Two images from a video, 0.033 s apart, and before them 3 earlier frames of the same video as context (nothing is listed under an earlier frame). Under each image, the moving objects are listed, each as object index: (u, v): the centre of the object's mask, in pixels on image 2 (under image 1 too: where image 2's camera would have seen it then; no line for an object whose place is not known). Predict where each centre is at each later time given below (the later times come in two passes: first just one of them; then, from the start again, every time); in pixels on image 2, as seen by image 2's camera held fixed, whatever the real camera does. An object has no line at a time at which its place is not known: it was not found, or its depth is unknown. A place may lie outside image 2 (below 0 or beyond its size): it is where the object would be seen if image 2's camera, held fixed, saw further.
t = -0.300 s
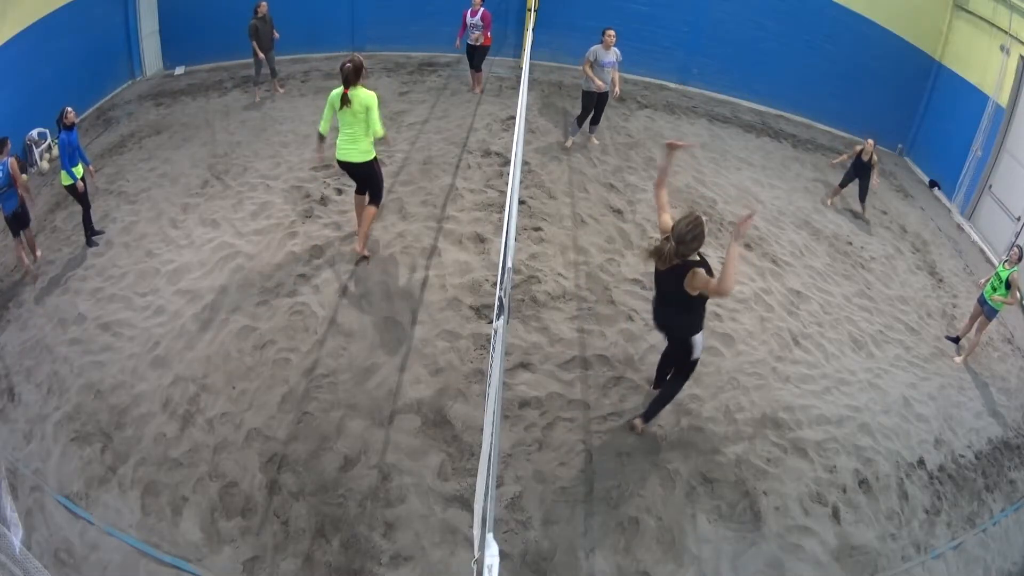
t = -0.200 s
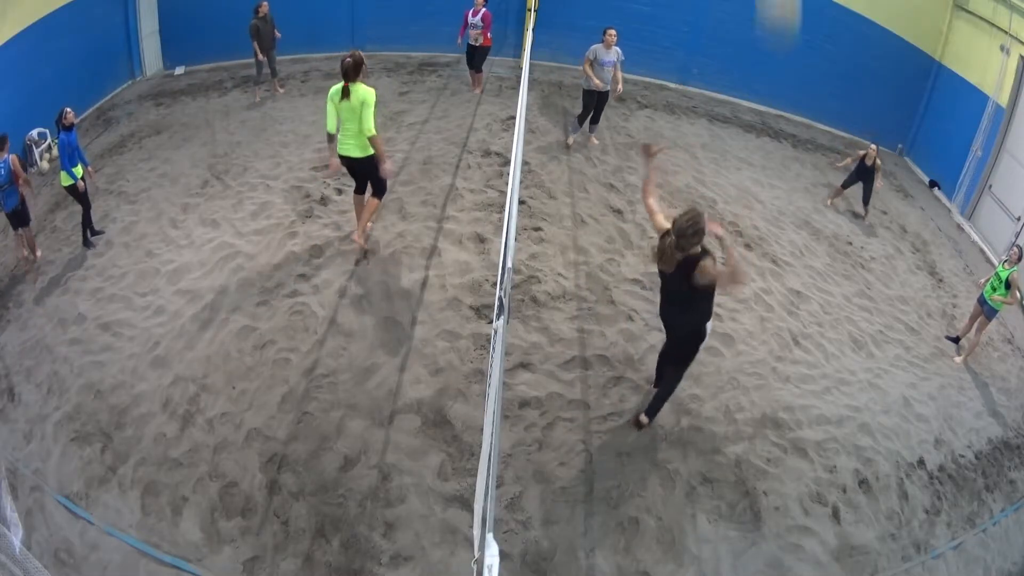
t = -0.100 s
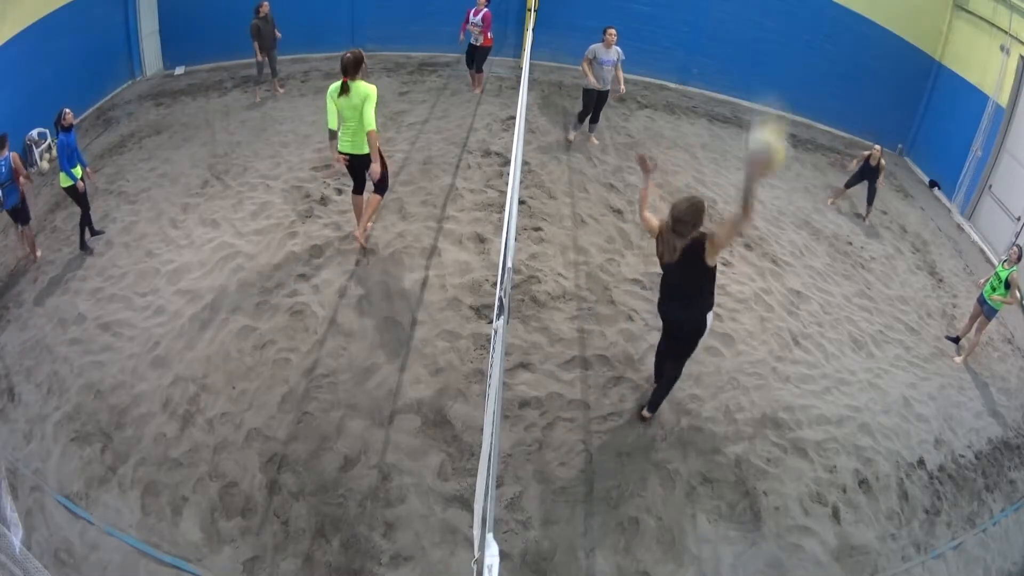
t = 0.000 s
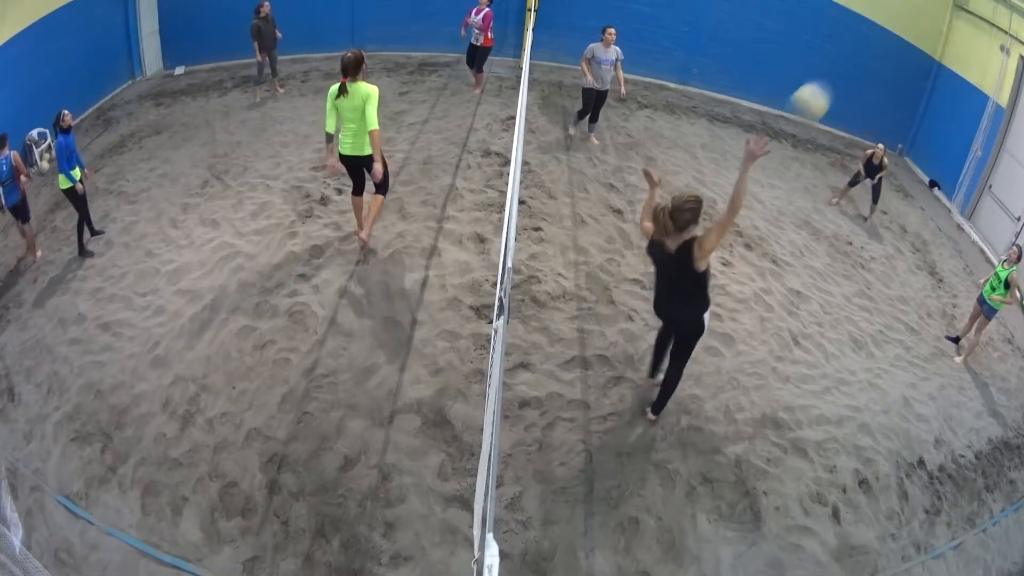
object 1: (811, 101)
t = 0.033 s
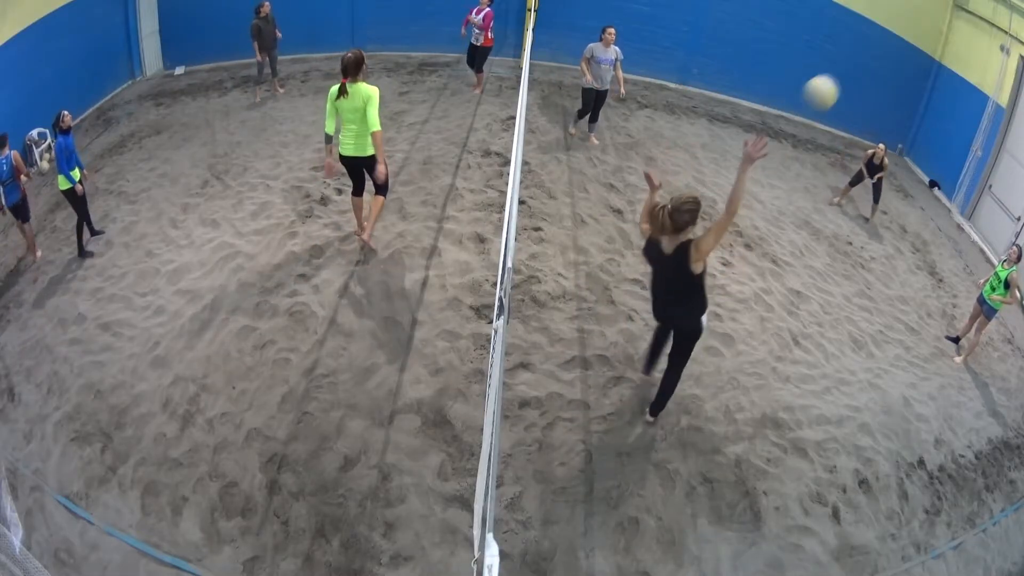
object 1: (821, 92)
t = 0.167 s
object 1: (845, 78)
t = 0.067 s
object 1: (829, 86)
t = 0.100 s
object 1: (835, 82)
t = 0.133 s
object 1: (841, 79)
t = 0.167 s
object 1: (845, 78)
